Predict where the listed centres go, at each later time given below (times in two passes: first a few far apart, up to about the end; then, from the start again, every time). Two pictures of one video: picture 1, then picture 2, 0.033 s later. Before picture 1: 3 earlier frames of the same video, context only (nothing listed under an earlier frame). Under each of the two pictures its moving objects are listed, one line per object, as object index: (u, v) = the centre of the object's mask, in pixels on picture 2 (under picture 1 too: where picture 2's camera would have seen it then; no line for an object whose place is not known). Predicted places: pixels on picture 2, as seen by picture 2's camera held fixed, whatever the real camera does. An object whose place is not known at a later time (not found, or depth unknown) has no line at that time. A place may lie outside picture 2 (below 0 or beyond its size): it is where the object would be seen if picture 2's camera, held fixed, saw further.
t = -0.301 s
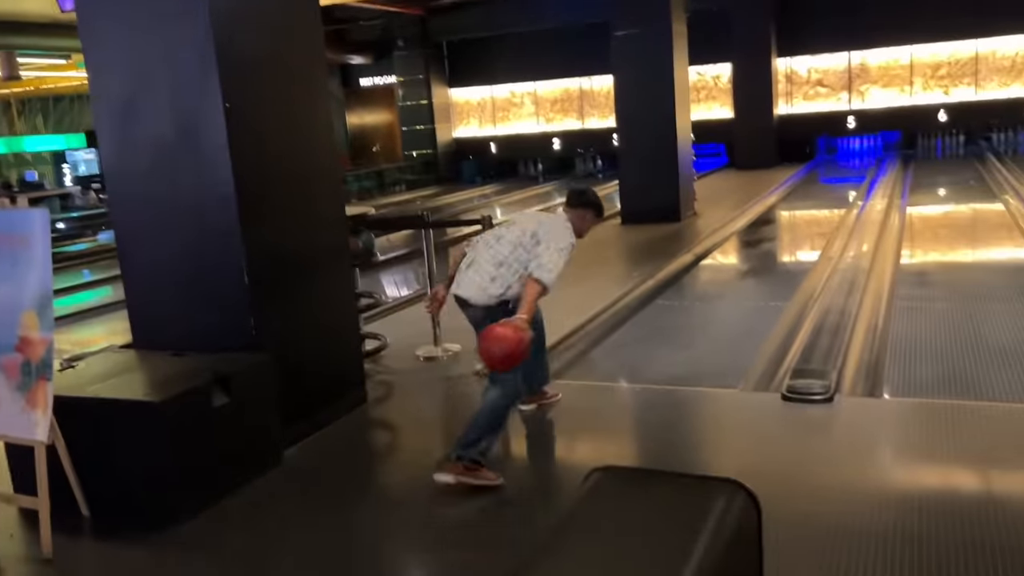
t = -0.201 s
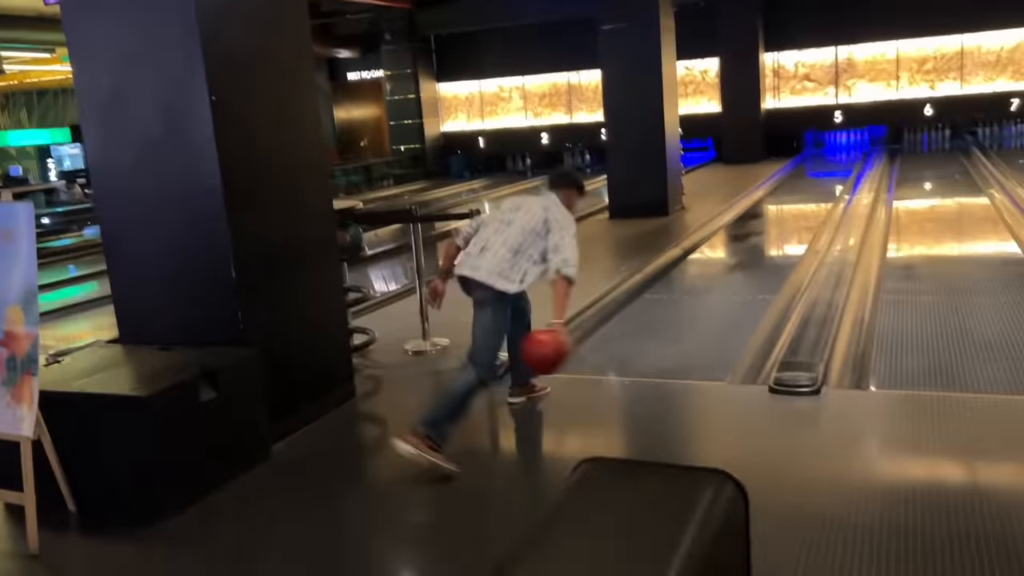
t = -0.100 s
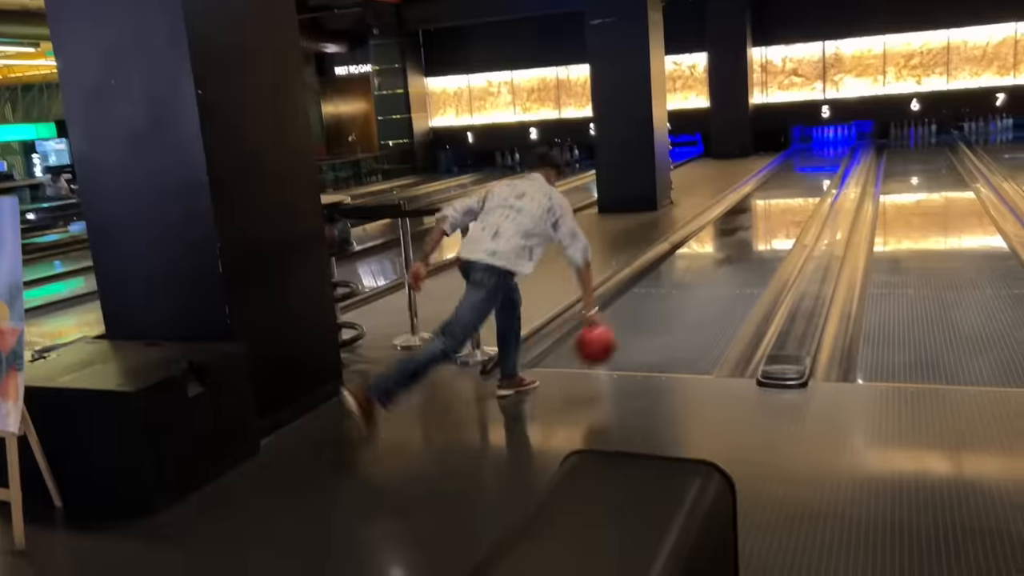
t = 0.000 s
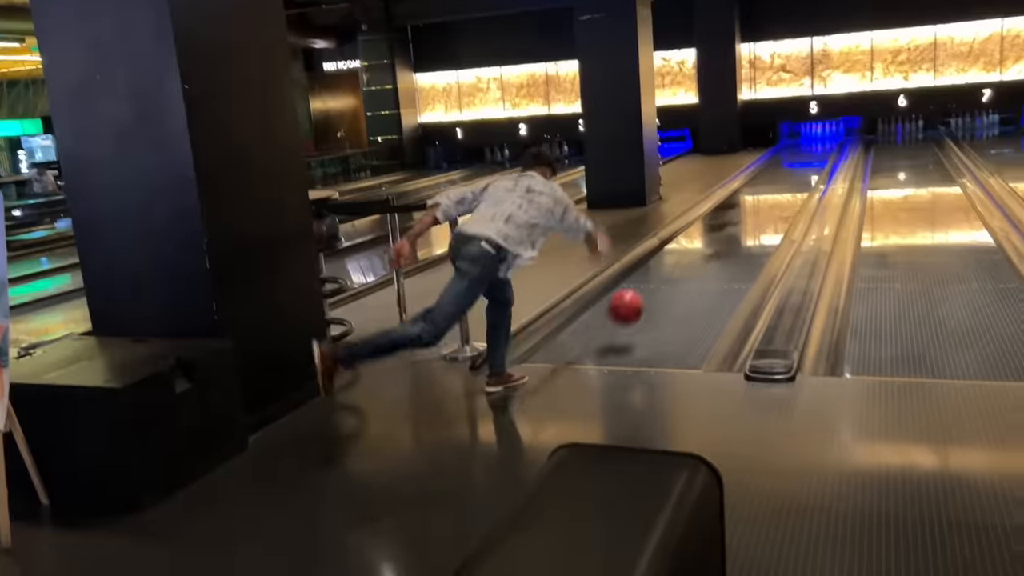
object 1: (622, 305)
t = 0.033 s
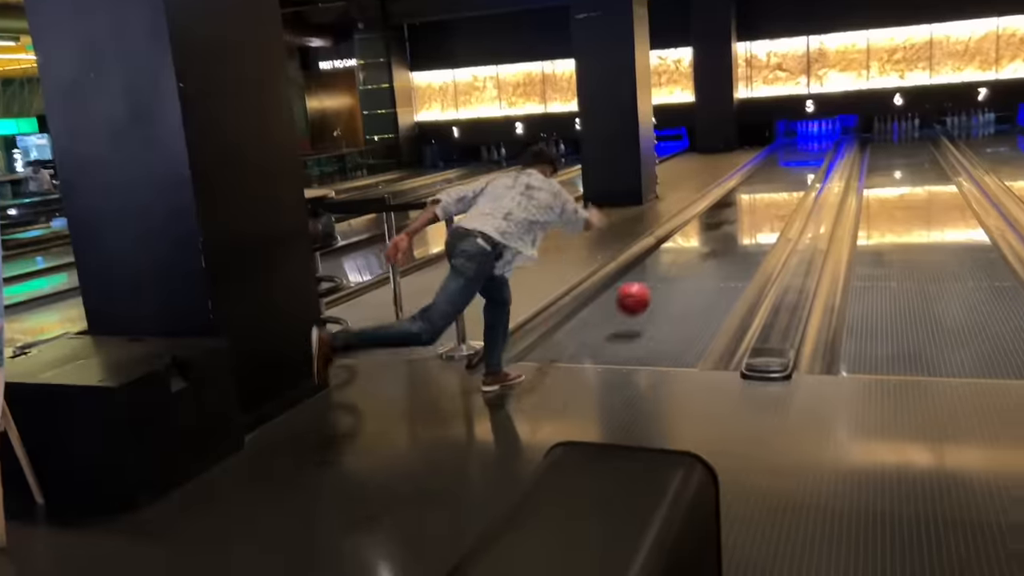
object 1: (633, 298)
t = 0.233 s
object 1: (683, 267)
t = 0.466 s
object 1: (720, 229)
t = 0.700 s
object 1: (744, 203)
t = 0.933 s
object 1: (762, 186)
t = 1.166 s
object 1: (775, 172)
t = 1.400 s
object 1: (784, 162)
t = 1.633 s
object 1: (792, 153)
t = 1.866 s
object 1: (797, 147)
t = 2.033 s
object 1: (801, 144)
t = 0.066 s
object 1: (644, 294)
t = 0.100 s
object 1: (653, 291)
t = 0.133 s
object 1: (661, 290)
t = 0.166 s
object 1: (669, 281)
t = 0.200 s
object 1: (676, 273)
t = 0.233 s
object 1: (683, 267)
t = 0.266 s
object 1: (690, 261)
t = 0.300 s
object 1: (696, 255)
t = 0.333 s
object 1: (701, 249)
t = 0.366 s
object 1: (707, 244)
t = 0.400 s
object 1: (711, 238)
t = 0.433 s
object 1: (715, 233)
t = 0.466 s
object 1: (720, 229)
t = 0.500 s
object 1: (724, 225)
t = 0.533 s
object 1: (727, 221)
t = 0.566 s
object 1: (732, 218)
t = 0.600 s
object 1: (735, 214)
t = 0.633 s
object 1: (738, 210)
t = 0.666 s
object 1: (741, 207)
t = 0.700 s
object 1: (744, 203)
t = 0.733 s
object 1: (747, 201)
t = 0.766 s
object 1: (750, 198)
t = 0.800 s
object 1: (752, 195)
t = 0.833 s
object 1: (755, 193)
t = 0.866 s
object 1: (757, 190)
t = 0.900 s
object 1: (759, 188)
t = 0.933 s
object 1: (762, 186)
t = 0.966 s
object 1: (764, 183)
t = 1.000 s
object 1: (766, 181)
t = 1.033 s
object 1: (767, 179)
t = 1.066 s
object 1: (770, 177)
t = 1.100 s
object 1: (771, 176)
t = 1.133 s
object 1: (773, 174)
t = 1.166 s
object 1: (775, 172)
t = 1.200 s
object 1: (776, 170)
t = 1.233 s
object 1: (777, 169)
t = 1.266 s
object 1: (779, 167)
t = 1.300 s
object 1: (780, 166)
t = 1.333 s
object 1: (781, 164)
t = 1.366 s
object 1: (783, 163)
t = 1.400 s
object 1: (784, 162)
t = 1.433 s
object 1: (785, 160)
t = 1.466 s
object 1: (786, 159)
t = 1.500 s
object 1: (788, 158)
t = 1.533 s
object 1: (789, 157)
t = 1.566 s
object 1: (790, 155)
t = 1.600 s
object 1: (791, 154)
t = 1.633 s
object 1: (792, 153)
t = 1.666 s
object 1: (793, 152)
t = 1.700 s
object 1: (793, 151)
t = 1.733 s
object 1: (794, 150)
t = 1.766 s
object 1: (795, 149)
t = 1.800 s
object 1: (795, 148)
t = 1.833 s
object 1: (797, 148)
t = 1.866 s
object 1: (797, 147)
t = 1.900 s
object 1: (798, 147)
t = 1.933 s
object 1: (799, 146)
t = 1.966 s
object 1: (799, 145)
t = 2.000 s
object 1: (801, 144)
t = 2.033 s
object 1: (801, 144)
